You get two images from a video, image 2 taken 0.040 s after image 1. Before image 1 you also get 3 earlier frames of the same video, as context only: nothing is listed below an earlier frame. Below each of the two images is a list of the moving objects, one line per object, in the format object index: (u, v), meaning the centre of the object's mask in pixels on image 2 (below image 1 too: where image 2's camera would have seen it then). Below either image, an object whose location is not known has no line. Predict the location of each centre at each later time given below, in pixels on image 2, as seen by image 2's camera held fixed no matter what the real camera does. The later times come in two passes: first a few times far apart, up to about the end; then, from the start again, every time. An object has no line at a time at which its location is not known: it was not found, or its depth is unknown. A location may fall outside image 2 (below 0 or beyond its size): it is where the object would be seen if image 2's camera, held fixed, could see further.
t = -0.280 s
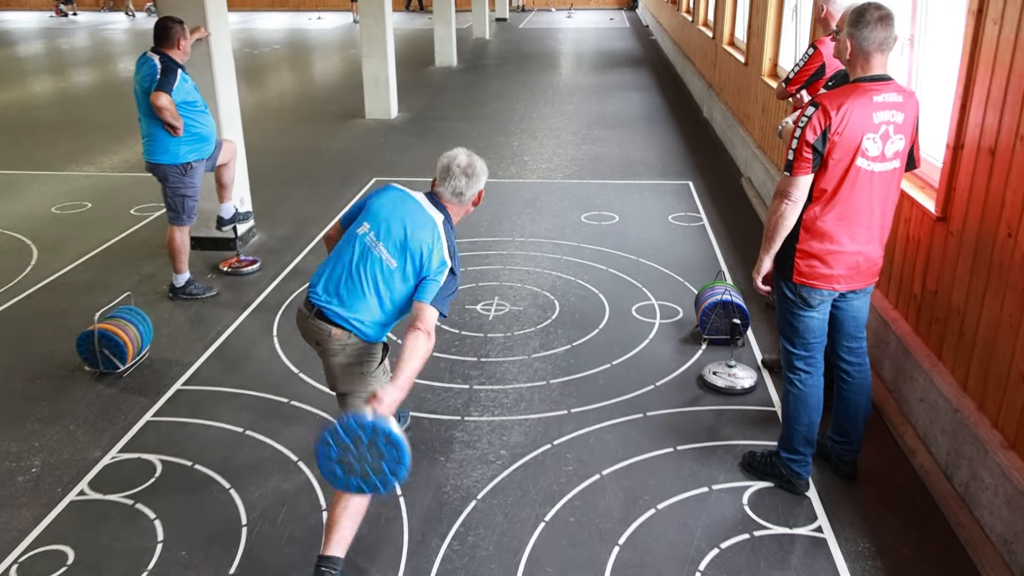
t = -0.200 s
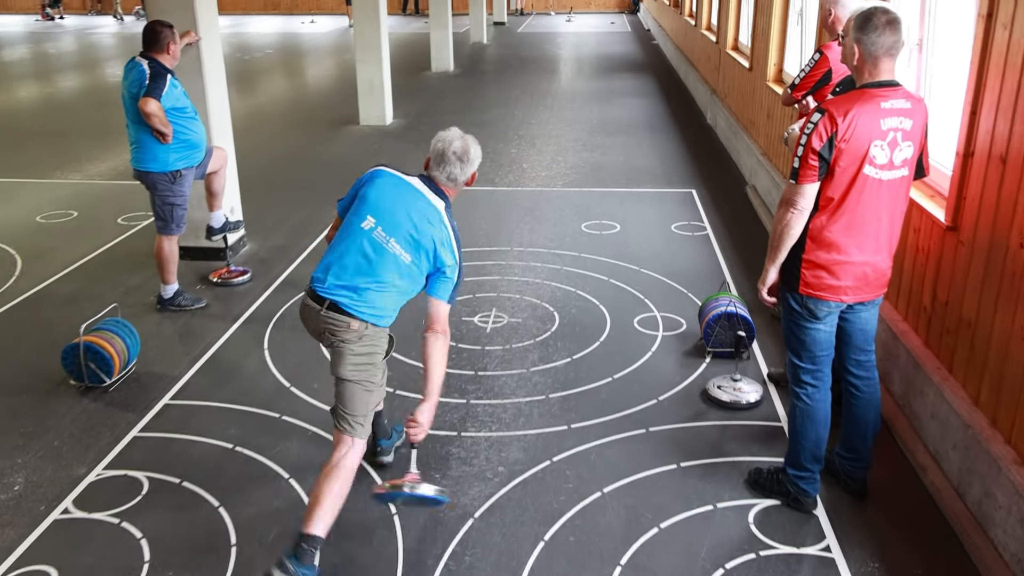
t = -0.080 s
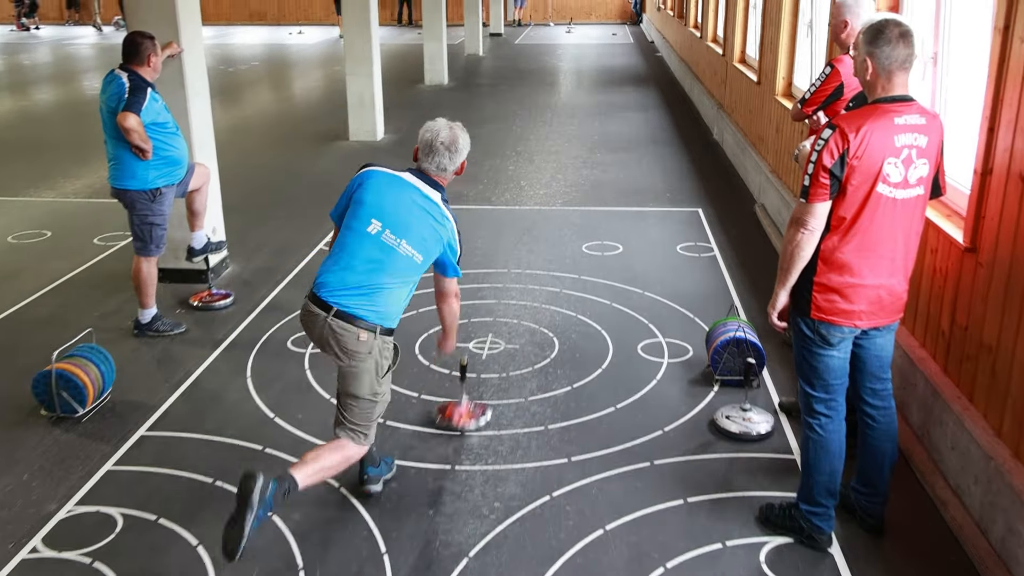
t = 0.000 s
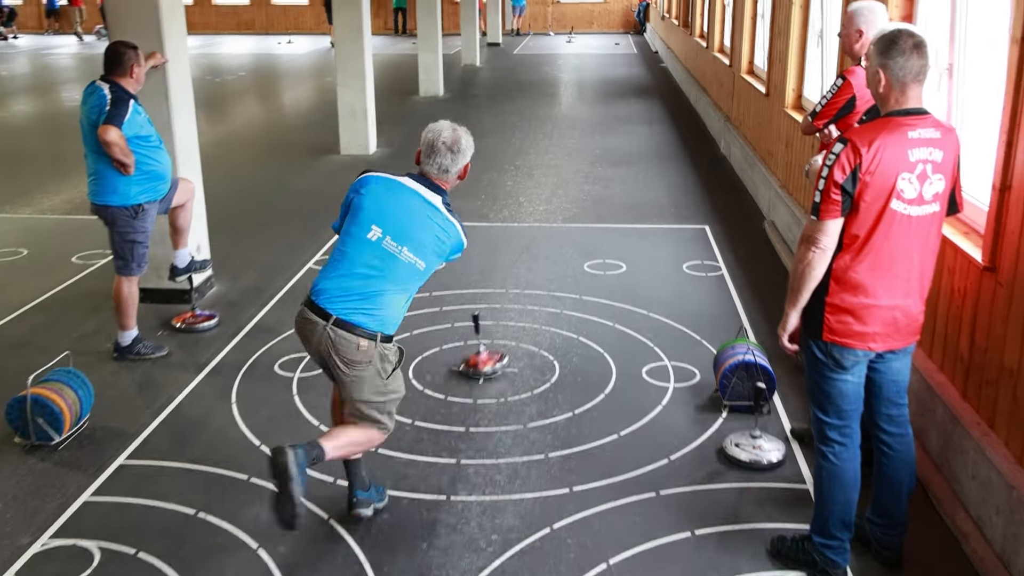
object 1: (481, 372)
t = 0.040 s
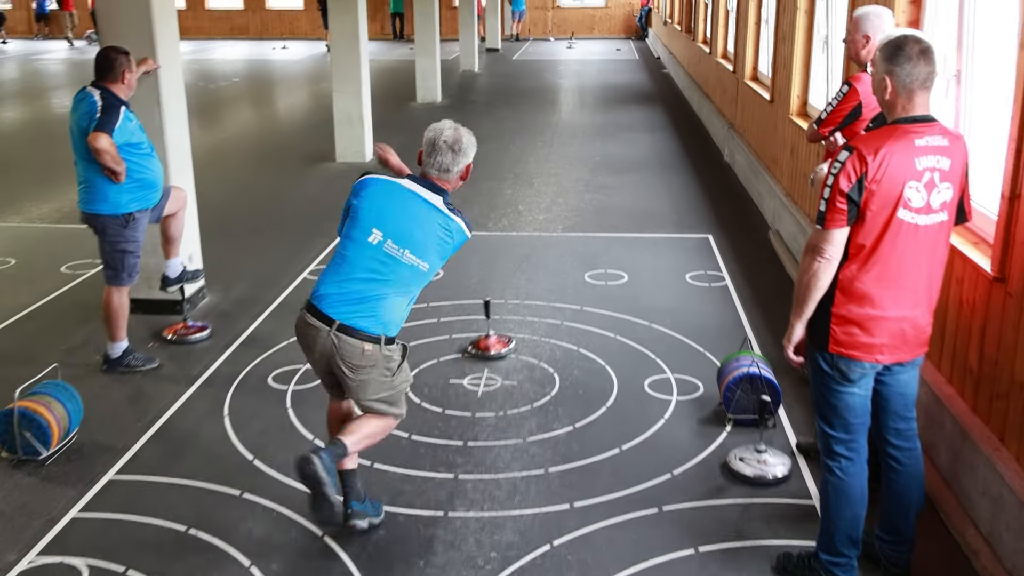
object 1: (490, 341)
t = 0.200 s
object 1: (518, 255)
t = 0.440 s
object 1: (541, 180)
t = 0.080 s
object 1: (499, 314)
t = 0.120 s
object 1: (505, 290)
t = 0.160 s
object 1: (512, 271)
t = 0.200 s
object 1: (518, 255)
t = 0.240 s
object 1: (523, 238)
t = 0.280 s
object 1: (527, 223)
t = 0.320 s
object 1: (531, 211)
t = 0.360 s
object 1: (535, 201)
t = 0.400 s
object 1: (539, 190)
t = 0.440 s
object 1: (541, 180)
